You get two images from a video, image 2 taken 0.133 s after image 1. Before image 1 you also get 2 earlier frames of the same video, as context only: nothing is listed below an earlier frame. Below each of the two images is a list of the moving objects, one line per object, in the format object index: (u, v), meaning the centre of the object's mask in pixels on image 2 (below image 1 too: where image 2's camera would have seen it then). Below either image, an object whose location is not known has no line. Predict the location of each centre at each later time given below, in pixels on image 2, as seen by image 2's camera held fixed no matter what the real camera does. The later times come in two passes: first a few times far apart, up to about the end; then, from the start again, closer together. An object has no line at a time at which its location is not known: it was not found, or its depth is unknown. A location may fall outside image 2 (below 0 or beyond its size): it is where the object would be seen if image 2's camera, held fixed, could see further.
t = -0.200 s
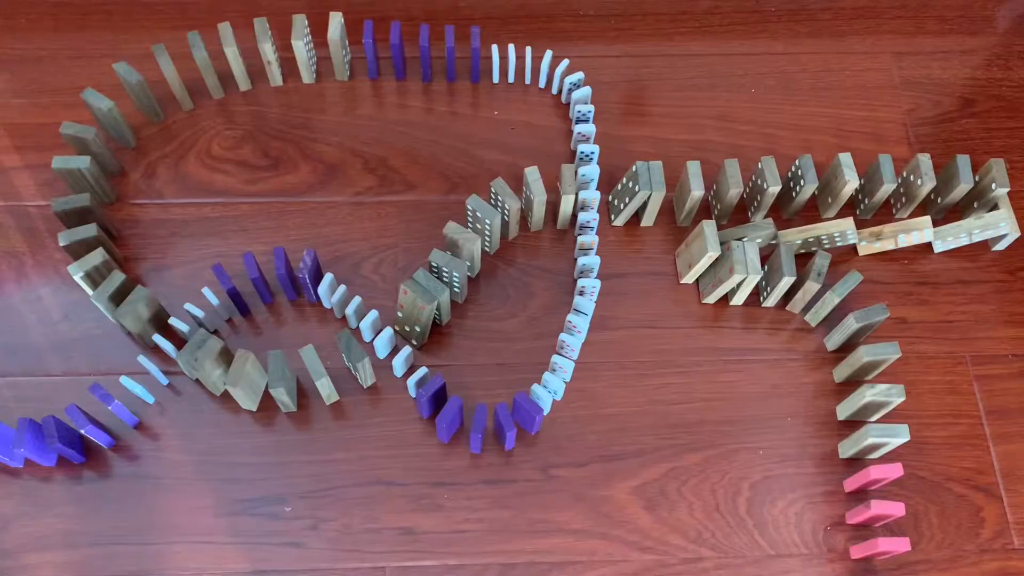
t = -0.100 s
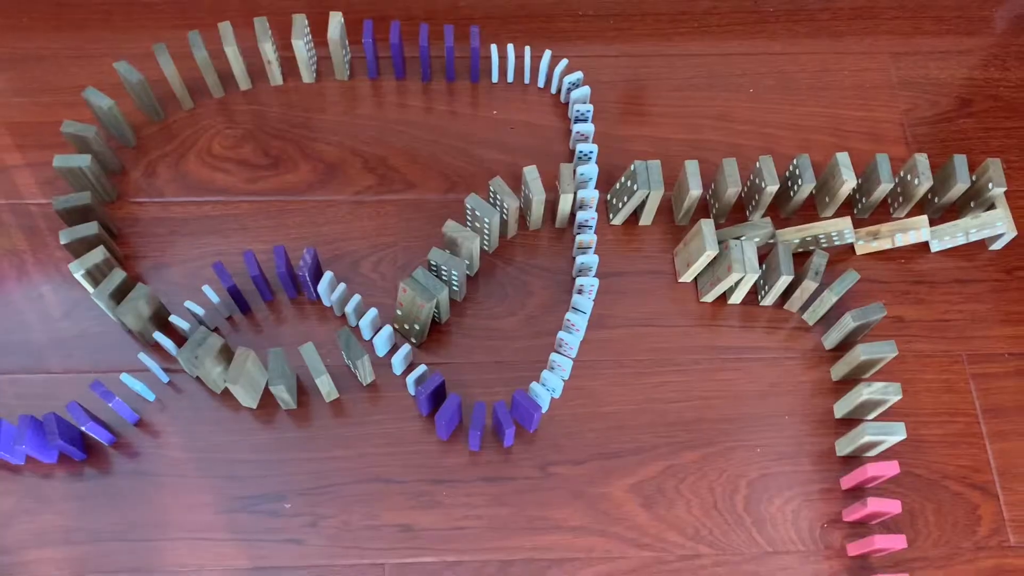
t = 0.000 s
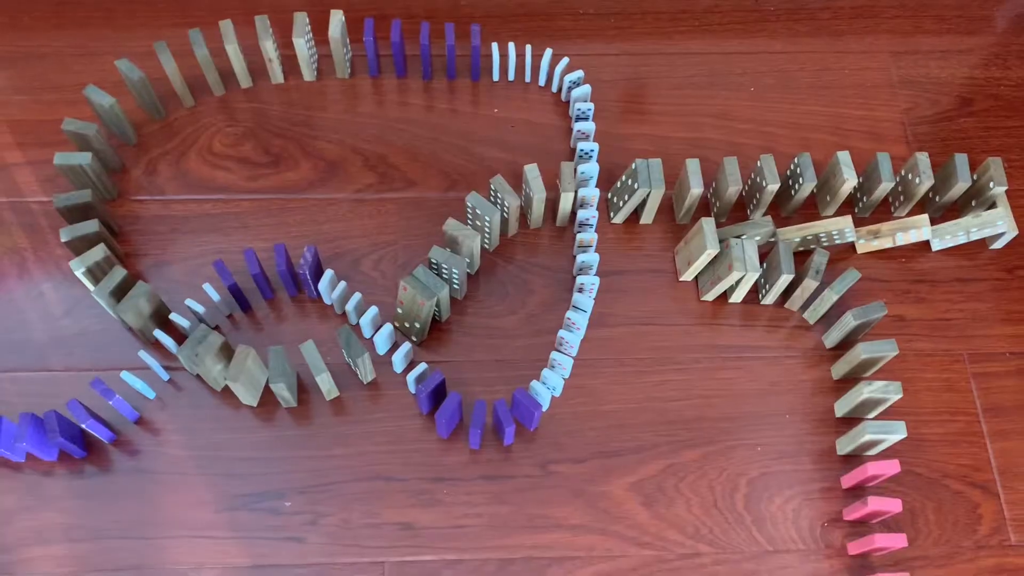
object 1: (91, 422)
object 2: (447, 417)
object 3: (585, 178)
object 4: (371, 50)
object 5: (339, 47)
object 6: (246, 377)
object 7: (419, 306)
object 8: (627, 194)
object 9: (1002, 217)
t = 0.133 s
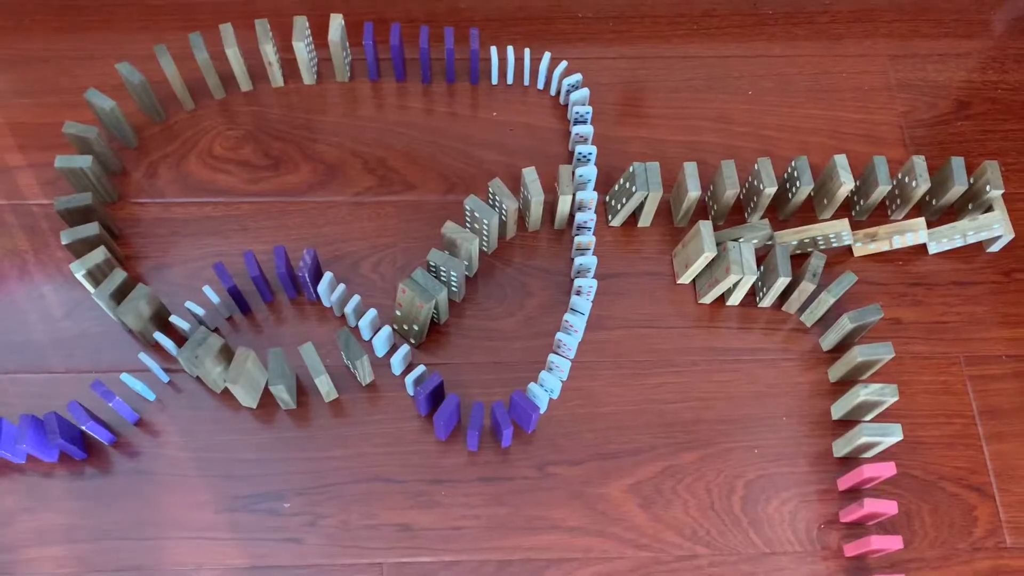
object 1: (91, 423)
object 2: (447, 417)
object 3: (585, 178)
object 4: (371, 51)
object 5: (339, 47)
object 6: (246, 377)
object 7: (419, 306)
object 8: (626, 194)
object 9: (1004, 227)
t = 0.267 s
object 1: (113, 405)
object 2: (447, 417)
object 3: (585, 178)
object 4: (371, 51)
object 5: (340, 48)
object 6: (246, 377)
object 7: (419, 306)
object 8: (626, 194)
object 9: (1005, 227)
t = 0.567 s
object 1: (132, 405)
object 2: (447, 417)
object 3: (584, 178)
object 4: (371, 51)
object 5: (340, 48)
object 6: (246, 377)
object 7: (419, 306)
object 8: (627, 194)
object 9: (1003, 217)
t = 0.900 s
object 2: (458, 481)
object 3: (585, 178)
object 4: (371, 51)
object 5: (339, 47)
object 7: (420, 305)
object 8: (627, 194)
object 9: (1002, 217)
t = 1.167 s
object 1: (132, 404)
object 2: (458, 481)
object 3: (581, 170)
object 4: (371, 51)
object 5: (339, 48)
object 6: (246, 377)
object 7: (420, 305)
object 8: (626, 194)
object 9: (1004, 228)
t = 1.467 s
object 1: (132, 404)
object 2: (458, 481)
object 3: (581, 168)
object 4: (350, 51)
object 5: (328, 47)
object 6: (246, 377)
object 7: (420, 305)
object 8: (626, 194)
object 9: (1004, 229)
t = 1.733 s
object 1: (132, 405)
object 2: (458, 481)
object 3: (581, 167)
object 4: (335, 57)
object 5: (303, 60)
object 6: (246, 377)
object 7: (420, 305)
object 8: (626, 194)
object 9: (1005, 228)
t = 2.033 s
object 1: (132, 405)
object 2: (458, 481)
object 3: (582, 167)
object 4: (335, 57)
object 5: (303, 61)
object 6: (246, 377)
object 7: (420, 305)
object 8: (627, 194)
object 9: (1005, 228)
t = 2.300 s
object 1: (130, 407)
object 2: (458, 481)
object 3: (582, 158)
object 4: (335, 57)
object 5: (303, 61)
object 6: (287, 390)
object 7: (420, 305)
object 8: (626, 194)
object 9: (1002, 215)
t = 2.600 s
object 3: (583, 157)
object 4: (335, 58)
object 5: (303, 61)
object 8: (627, 194)
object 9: (1001, 215)
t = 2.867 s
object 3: (583, 154)
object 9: (1001, 215)
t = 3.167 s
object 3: (583, 154)
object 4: (335, 57)
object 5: (303, 60)
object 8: (656, 201)
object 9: (1014, 237)
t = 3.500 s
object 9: (1018, 232)
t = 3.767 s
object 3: (583, 154)
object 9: (1019, 233)
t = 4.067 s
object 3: (583, 153)
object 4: (334, 57)
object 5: (302, 60)
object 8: (657, 201)
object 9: (1021, 233)
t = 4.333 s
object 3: (583, 154)
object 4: (334, 57)
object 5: (302, 61)
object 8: (657, 201)
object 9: (1021, 233)
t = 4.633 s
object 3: (583, 154)
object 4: (334, 57)
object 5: (302, 61)
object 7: (440, 287)
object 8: (657, 201)
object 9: (1020, 233)
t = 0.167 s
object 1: (91, 422)
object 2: (447, 417)
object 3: (585, 178)
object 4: (371, 51)
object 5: (339, 47)
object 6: (246, 377)
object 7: (419, 306)
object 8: (627, 194)
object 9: (1004, 228)
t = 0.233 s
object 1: (103, 417)
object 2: (447, 417)
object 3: (585, 178)
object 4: (371, 51)
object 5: (340, 47)
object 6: (246, 377)
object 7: (419, 306)
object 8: (627, 194)
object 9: (1004, 229)
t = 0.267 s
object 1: (113, 405)
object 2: (447, 417)
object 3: (585, 178)
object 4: (371, 51)
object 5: (340, 48)
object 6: (246, 377)
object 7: (419, 306)
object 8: (626, 194)
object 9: (1005, 227)
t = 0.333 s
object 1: (131, 402)
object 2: (447, 417)
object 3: (584, 178)
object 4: (371, 52)
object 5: (340, 48)
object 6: (246, 377)
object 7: (419, 306)
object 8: (627, 194)
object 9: (1004, 227)
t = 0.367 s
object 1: (132, 403)
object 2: (447, 417)
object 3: (584, 178)
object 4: (371, 52)
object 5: (340, 47)
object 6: (246, 377)
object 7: (419, 306)
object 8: (626, 194)
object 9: (1003, 228)
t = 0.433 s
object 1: (133, 404)
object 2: (447, 417)
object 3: (584, 178)
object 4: (371, 52)
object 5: (340, 47)
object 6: (246, 377)
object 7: (419, 306)
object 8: (626, 194)
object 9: (1002, 216)
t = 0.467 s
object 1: (132, 405)
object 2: (447, 417)
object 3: (584, 178)
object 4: (371, 51)
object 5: (340, 47)
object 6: (246, 377)
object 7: (419, 306)
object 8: (626, 194)
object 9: (1002, 214)
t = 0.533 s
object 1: (132, 405)
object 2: (447, 417)
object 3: (584, 178)
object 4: (371, 52)
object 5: (340, 47)
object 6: (246, 377)
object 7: (419, 306)
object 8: (627, 194)
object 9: (1003, 215)
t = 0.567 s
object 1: (132, 405)
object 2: (447, 417)
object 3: (584, 178)
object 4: (371, 51)
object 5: (340, 48)
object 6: (246, 377)
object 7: (419, 306)
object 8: (627, 194)
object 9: (1003, 217)
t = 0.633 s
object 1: (132, 405)
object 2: (447, 417)
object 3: (585, 178)
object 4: (371, 51)
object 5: (340, 48)
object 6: (246, 377)
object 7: (420, 305)
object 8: (626, 194)
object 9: (1001, 216)
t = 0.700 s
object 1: (132, 405)
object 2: (460, 430)
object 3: (585, 179)
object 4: (371, 52)
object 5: (339, 48)
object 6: (246, 377)
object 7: (420, 305)
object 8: (627, 194)
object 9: (1002, 215)
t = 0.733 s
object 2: (473, 446)
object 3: (585, 178)
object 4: (371, 51)
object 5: (339, 48)
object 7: (420, 306)
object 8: (626, 194)
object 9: (1001, 215)
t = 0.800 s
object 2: (462, 474)
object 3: (585, 178)
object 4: (371, 52)
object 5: (339, 47)
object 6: (246, 377)
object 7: (420, 305)
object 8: (627, 194)
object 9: (1002, 216)
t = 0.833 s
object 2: (460, 479)
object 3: (585, 178)
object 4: (371, 51)
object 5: (339, 47)
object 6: (246, 377)
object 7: (420, 305)
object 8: (627, 194)
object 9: (1002, 216)
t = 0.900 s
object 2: (458, 481)
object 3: (585, 178)
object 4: (371, 51)
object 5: (339, 47)
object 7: (420, 305)
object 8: (627, 194)
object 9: (1002, 217)
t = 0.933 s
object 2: (458, 481)
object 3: (585, 178)
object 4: (371, 51)
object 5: (339, 47)
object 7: (420, 306)
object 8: (627, 194)
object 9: (1003, 216)
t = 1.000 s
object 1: (133, 404)
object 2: (458, 481)
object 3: (583, 170)
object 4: (371, 52)
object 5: (339, 47)
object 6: (246, 377)
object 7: (420, 305)
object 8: (626, 194)
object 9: (1003, 228)
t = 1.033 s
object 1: (133, 404)
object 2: (458, 481)
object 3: (582, 171)
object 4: (371, 51)
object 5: (339, 48)
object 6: (246, 377)
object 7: (420, 305)
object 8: (626, 194)
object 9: (1004, 228)
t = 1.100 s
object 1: (133, 404)
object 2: (458, 481)
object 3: (581, 168)
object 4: (371, 52)
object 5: (339, 48)
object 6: (246, 377)
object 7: (420, 305)
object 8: (627, 194)
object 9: (1003, 228)
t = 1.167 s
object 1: (132, 404)
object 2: (458, 481)
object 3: (581, 170)
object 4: (371, 51)
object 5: (339, 48)
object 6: (246, 377)
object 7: (420, 305)
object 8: (626, 194)
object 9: (1004, 228)
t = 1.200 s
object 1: (133, 404)
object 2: (458, 481)
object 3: (581, 169)
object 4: (371, 51)
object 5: (339, 48)
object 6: (246, 377)
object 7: (420, 305)
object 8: (626, 194)
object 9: (1004, 228)
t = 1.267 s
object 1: (133, 404)
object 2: (458, 481)
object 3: (581, 168)
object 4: (371, 51)
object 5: (339, 48)
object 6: (246, 377)
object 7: (420, 305)
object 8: (626, 194)
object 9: (1004, 218)
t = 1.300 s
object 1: (132, 404)
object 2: (458, 481)
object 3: (581, 168)
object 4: (371, 51)
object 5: (339, 47)
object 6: (246, 377)
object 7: (420, 305)
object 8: (626, 194)
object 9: (1004, 218)
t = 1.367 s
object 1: (133, 404)
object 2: (458, 481)
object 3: (581, 168)
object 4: (370, 52)
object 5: (339, 48)
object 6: (246, 377)
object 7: (420, 305)
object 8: (626, 194)
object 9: (1005, 228)
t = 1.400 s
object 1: (133, 404)
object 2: (458, 481)
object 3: (581, 169)
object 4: (369, 56)
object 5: (339, 48)
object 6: (246, 377)
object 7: (420, 305)
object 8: (626, 194)
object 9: (1004, 230)
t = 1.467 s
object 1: (132, 404)
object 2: (458, 481)
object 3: (581, 168)
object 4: (350, 51)
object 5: (328, 47)
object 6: (246, 377)
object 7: (420, 305)
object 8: (626, 194)
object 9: (1004, 229)
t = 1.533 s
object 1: (132, 404)
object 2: (458, 481)
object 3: (581, 168)
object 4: (342, 52)
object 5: (318, 48)
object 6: (246, 377)
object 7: (420, 305)
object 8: (626, 194)
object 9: (1004, 228)
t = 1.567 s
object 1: (133, 404)
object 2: (458, 481)
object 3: (581, 168)
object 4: (339, 53)
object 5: (312, 49)
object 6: (246, 377)
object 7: (420, 305)
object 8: (626, 194)
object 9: (1004, 226)
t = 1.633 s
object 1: (132, 404)
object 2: (458, 481)
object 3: (581, 168)
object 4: (336, 55)
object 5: (306, 55)
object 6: (246, 377)
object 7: (419, 305)
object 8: (626, 194)
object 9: (1004, 228)
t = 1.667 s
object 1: (132, 404)
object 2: (458, 481)
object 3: (581, 168)
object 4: (336, 56)
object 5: (304, 57)
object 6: (246, 377)
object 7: (419, 305)
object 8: (626, 194)
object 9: (1005, 227)
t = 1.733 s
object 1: (132, 405)
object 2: (458, 481)
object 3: (581, 167)
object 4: (335, 57)
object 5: (303, 60)
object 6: (246, 377)
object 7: (420, 305)
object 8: (626, 194)
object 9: (1005, 228)
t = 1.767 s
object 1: (132, 404)
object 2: (458, 480)
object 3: (582, 166)
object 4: (335, 57)
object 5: (303, 60)
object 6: (246, 377)
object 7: (420, 305)
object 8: (626, 194)
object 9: (1005, 228)
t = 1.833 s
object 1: (132, 404)
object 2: (458, 481)
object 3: (582, 167)
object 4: (335, 57)
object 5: (303, 60)
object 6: (246, 377)
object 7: (420, 305)
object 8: (627, 194)
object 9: (1005, 227)
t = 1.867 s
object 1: (132, 404)
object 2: (458, 480)
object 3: (582, 167)
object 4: (335, 57)
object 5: (303, 60)
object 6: (246, 377)
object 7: (420, 305)
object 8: (627, 194)
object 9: (1005, 227)
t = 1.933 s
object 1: (132, 404)
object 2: (458, 481)
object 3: (582, 168)
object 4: (335, 57)
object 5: (303, 61)
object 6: (246, 377)
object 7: (420, 305)
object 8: (627, 194)
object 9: (1004, 230)
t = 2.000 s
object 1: (132, 405)
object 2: (458, 481)
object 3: (582, 166)
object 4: (335, 57)
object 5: (303, 61)
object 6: (246, 377)
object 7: (420, 305)
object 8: (627, 194)
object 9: (1005, 228)
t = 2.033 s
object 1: (132, 405)
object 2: (458, 481)
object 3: (582, 167)
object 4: (335, 57)
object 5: (303, 61)
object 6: (246, 377)
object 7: (420, 305)
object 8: (627, 194)
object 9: (1005, 228)
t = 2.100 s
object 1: (131, 406)
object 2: (458, 481)
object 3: (582, 167)
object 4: (335, 57)
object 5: (303, 61)
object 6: (246, 377)
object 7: (420, 305)
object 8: (627, 194)
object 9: (1005, 228)
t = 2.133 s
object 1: (130, 406)
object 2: (458, 481)
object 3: (582, 167)
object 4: (335, 57)
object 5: (303, 61)
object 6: (249, 378)
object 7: (420, 305)
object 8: (627, 194)
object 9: (1004, 227)
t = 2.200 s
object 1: (130, 406)
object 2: (458, 481)
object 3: (582, 168)
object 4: (335, 57)
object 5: (303, 61)
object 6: (259, 383)
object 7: (420, 305)
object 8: (626, 194)
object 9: (1003, 217)
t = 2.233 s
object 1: (130, 406)
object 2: (458, 481)
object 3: (582, 158)
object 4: (335, 57)
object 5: (303, 61)
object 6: (268, 385)
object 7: (420, 305)
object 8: (626, 194)
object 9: (1002, 215)
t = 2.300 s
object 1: (130, 407)
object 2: (458, 481)
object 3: (582, 158)
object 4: (335, 57)
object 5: (303, 61)
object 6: (287, 390)
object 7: (420, 305)
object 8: (626, 194)
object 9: (1002, 215)
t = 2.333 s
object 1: (130, 406)
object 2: (458, 481)
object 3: (582, 158)
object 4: (335, 57)
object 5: (303, 61)
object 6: (294, 393)
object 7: (420, 305)
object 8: (627, 194)
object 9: (1002, 215)
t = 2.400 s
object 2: (458, 481)
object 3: (582, 158)
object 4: (335, 57)
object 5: (303, 61)
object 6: (299, 394)
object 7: (429, 295)
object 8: (626, 194)
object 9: (1001, 215)
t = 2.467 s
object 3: (583, 157)
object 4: (335, 57)
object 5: (303, 61)
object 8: (626, 194)
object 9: (1001, 215)
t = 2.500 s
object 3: (583, 157)
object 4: (335, 57)
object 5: (303, 61)
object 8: (626, 194)
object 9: (1002, 215)
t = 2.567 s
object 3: (583, 157)
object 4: (335, 57)
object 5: (303, 61)
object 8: (626, 194)
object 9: (1002, 216)
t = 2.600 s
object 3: (583, 157)
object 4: (335, 58)
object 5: (303, 61)
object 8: (627, 194)
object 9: (1001, 215)
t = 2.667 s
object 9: (1002, 215)
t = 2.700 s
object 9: (1002, 215)
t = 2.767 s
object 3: (583, 153)
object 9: (1002, 215)
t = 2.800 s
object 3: (583, 154)
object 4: (335, 57)
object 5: (303, 61)
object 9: (1001, 215)
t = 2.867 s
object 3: (583, 154)
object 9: (1001, 215)
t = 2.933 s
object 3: (583, 154)
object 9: (1000, 214)
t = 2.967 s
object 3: (583, 154)
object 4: (335, 57)
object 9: (1001, 215)
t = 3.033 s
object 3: (583, 154)
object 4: (335, 57)
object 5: (303, 60)
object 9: (1001, 215)
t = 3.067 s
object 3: (583, 154)
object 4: (335, 57)
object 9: (998, 212)
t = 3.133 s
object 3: (583, 154)
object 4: (335, 57)
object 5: (303, 60)
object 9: (1008, 231)
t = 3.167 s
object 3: (583, 154)
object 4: (335, 57)
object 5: (303, 60)
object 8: (656, 201)
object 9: (1014, 237)
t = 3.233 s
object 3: (583, 154)
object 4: (335, 57)
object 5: (303, 60)
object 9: (1017, 233)
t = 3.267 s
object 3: (583, 154)
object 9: (1019, 233)
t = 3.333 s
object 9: (1018, 232)
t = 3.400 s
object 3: (583, 154)
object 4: (335, 57)
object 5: (303, 61)
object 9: (1018, 233)
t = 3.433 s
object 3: (583, 154)
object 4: (335, 57)
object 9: (1018, 232)
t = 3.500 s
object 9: (1018, 232)
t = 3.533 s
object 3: (583, 154)
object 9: (1018, 233)
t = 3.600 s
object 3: (583, 154)
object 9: (1018, 233)
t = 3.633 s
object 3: (583, 154)
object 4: (335, 57)
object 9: (1018, 233)
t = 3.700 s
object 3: (583, 154)
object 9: (1019, 233)
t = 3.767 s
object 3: (583, 154)
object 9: (1019, 233)
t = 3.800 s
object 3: (583, 154)
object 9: (1019, 233)
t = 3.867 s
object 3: (583, 154)
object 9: (1020, 233)
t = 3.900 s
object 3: (583, 154)
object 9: (1020, 233)
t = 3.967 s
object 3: (583, 154)
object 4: (335, 57)
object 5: (302, 61)
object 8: (657, 201)
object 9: (1021, 233)
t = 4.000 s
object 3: (583, 154)
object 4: (334, 57)
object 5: (302, 60)
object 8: (657, 201)
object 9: (1021, 233)
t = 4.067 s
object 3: (583, 153)
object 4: (334, 57)
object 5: (302, 60)
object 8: (657, 201)
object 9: (1021, 233)
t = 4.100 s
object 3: (583, 154)
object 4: (334, 57)
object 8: (657, 201)
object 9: (1021, 233)
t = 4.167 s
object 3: (583, 154)
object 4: (334, 57)
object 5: (302, 60)
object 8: (657, 201)
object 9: (1021, 233)
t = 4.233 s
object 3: (583, 154)
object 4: (334, 57)
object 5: (302, 60)
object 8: (657, 201)
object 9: (1021, 233)
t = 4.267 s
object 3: (583, 154)
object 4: (334, 57)
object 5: (302, 60)
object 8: (657, 201)
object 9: (1021, 233)
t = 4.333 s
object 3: (583, 154)
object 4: (334, 57)
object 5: (302, 61)
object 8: (657, 201)
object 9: (1021, 233)
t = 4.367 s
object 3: (583, 154)
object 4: (334, 57)
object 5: (302, 61)
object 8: (657, 201)
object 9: (1021, 233)
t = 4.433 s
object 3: (583, 154)
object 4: (334, 57)
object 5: (302, 60)
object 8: (657, 201)
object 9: (1021, 233)
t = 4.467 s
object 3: (583, 154)
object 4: (334, 57)
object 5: (302, 61)
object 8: (657, 201)
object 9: (1021, 233)
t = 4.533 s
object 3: (583, 154)
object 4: (334, 57)
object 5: (302, 61)
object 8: (657, 201)
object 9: (1020, 233)
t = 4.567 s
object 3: (583, 154)
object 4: (334, 57)
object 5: (302, 61)
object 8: (657, 201)
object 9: (1020, 233)
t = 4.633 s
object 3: (583, 154)
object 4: (334, 57)
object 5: (302, 61)
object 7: (440, 287)
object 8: (657, 201)
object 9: (1020, 233)
